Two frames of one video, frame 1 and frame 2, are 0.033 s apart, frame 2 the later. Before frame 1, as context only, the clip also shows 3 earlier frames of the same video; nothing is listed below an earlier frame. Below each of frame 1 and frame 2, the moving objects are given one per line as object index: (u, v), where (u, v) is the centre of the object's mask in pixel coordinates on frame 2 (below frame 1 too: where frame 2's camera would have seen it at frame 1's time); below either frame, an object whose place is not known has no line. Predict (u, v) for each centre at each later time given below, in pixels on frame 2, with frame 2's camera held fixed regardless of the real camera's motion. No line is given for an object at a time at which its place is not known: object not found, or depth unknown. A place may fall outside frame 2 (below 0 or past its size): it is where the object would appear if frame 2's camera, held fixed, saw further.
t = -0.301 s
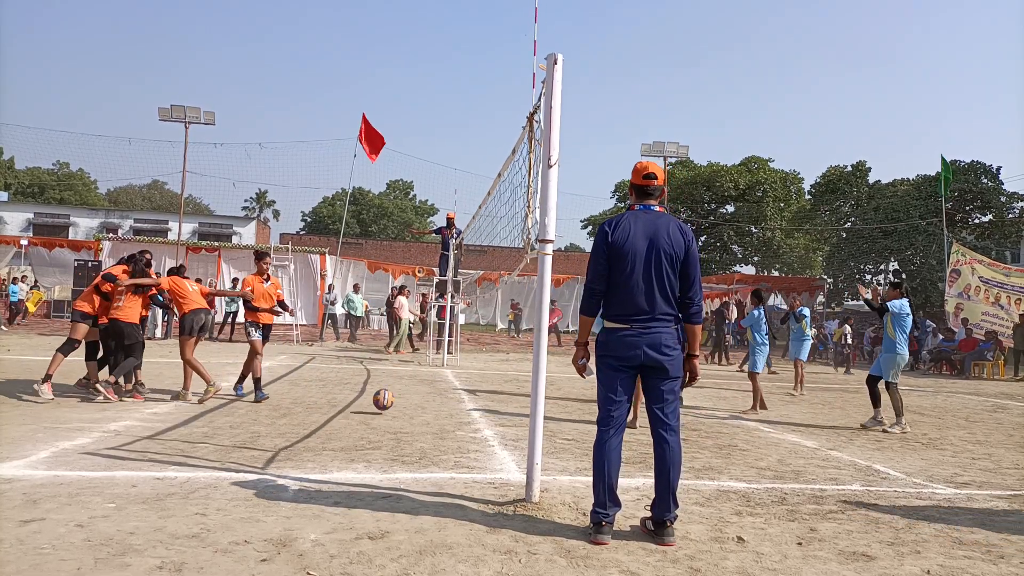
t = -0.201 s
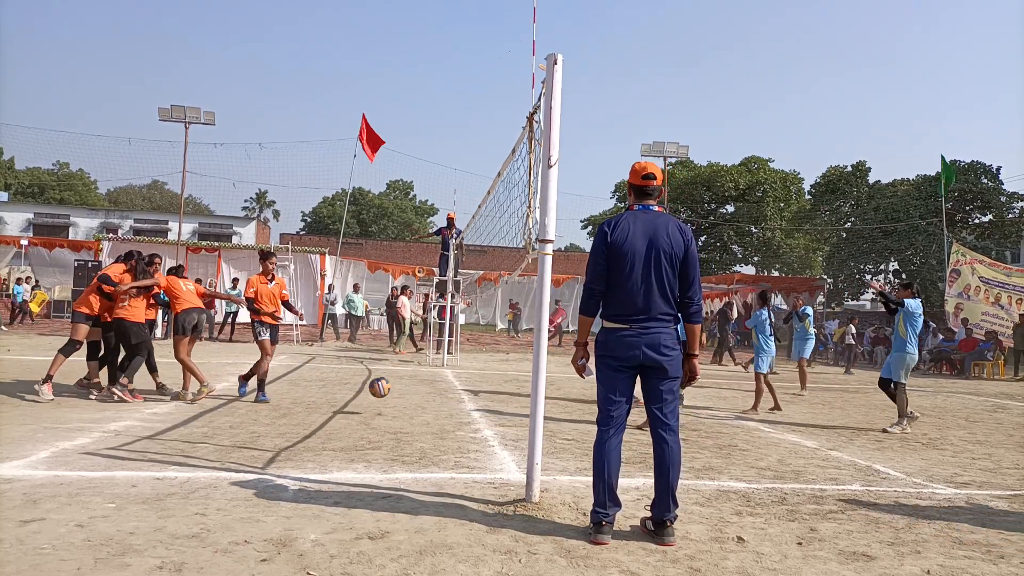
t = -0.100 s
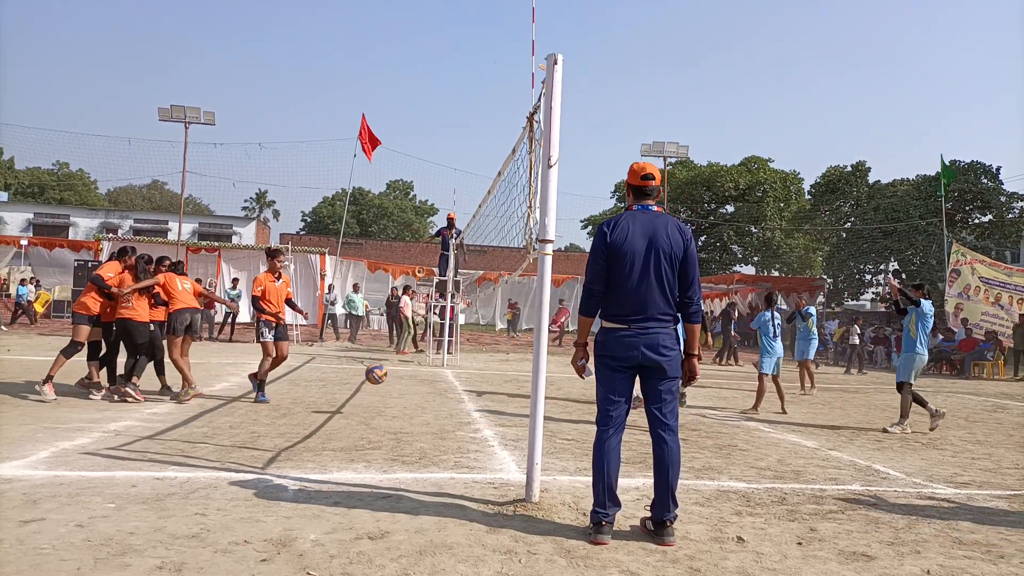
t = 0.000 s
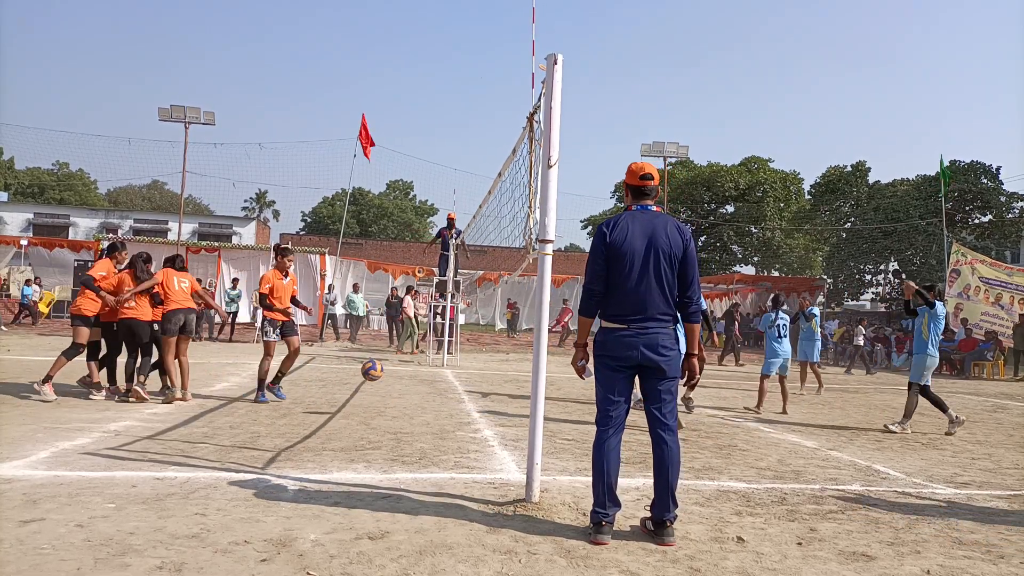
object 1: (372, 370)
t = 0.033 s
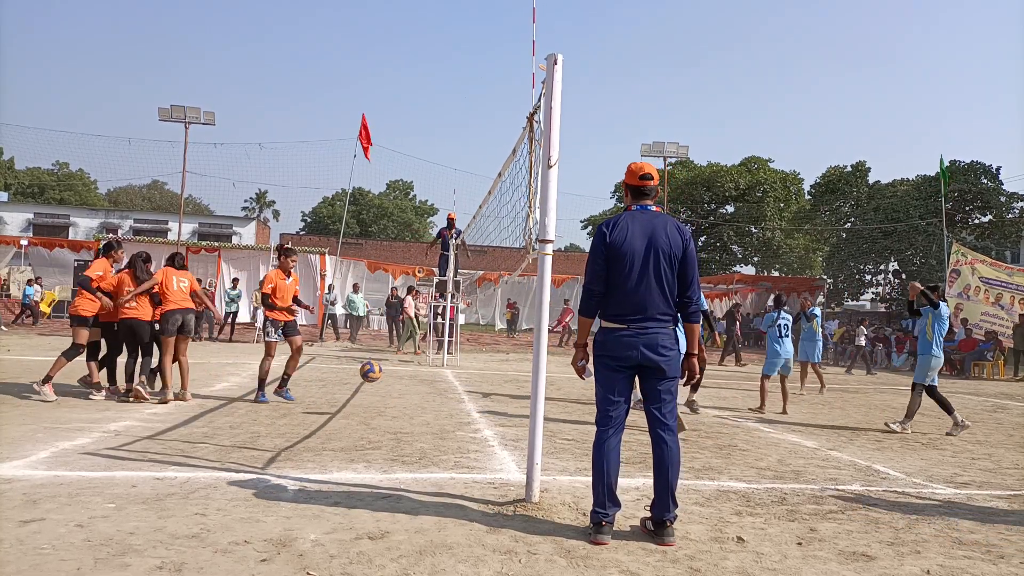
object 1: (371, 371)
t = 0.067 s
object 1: (369, 374)
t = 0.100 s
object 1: (368, 377)
